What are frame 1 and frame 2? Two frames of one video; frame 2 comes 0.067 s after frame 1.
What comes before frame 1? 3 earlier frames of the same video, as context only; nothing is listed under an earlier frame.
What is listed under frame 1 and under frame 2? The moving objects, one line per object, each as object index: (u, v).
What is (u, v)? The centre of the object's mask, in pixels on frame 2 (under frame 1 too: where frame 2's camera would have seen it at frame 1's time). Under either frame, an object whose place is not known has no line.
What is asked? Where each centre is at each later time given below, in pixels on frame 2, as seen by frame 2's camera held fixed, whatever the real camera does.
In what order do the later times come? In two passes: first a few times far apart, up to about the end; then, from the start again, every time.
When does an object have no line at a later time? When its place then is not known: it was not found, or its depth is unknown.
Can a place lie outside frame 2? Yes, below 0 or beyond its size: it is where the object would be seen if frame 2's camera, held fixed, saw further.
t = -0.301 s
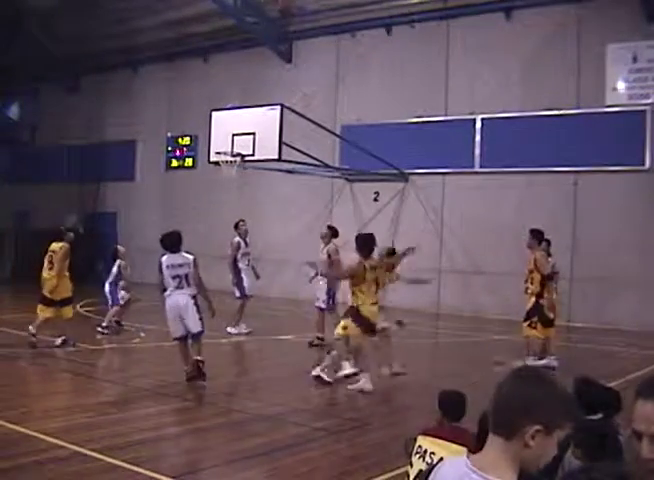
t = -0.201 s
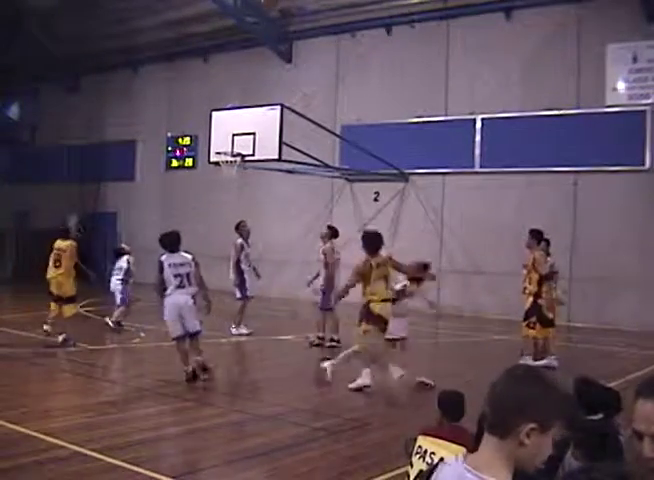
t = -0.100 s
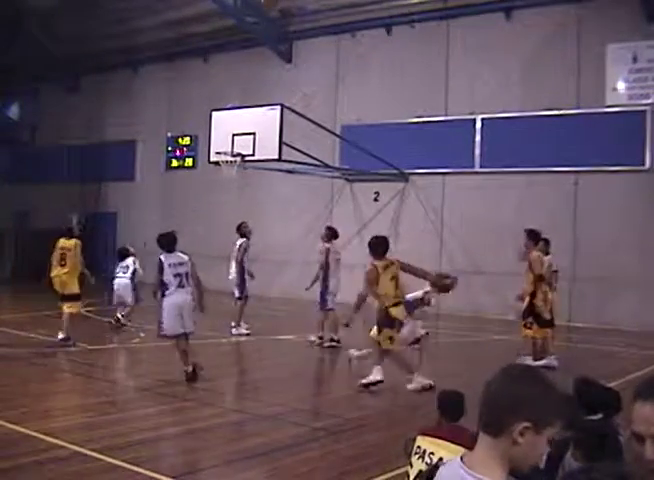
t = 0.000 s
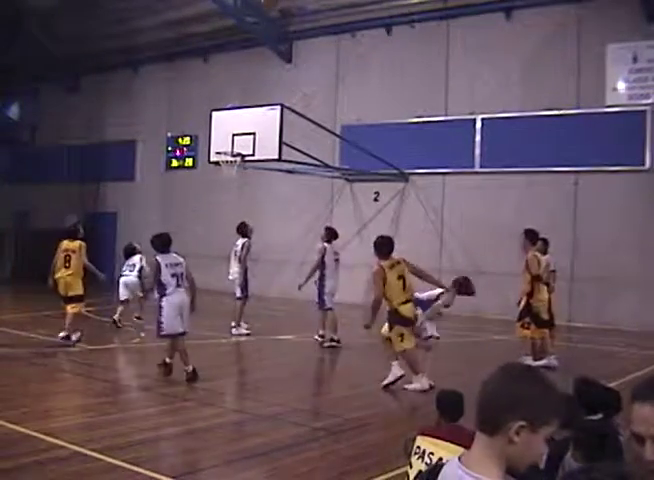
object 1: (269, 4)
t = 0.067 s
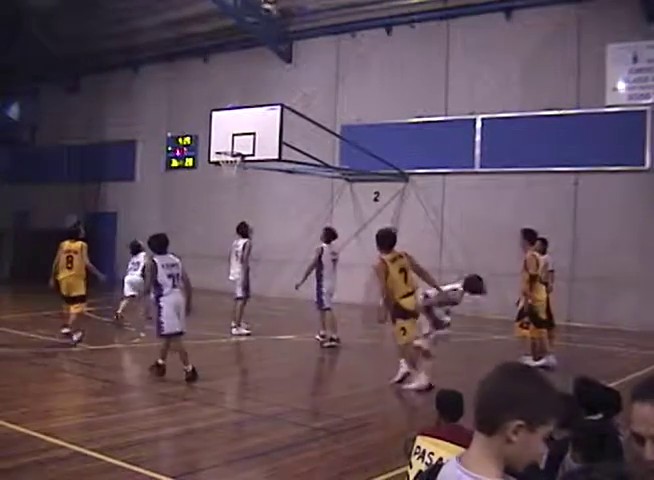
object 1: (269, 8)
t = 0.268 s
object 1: (255, 47)
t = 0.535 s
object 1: (248, 92)
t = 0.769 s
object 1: (254, 78)
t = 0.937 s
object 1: (256, 83)
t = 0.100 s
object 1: (265, 11)
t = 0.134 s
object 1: (262, 19)
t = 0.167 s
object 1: (260, 25)
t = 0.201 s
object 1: (260, 28)
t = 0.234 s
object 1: (257, 38)
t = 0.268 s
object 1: (255, 47)
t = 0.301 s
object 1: (254, 51)
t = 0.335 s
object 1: (253, 63)
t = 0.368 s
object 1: (251, 71)
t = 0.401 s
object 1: (250, 80)
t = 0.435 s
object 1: (249, 89)
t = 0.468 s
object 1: (246, 98)
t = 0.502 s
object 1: (247, 97)
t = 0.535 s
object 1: (248, 92)
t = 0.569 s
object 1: (249, 88)
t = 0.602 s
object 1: (249, 86)
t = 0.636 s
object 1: (251, 82)
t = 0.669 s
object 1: (252, 80)
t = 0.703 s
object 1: (252, 79)
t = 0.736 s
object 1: (252, 79)
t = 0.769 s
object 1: (254, 78)
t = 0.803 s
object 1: (254, 78)
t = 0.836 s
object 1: (255, 79)
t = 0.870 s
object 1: (255, 80)
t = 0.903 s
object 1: (255, 80)
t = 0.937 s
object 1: (256, 83)
